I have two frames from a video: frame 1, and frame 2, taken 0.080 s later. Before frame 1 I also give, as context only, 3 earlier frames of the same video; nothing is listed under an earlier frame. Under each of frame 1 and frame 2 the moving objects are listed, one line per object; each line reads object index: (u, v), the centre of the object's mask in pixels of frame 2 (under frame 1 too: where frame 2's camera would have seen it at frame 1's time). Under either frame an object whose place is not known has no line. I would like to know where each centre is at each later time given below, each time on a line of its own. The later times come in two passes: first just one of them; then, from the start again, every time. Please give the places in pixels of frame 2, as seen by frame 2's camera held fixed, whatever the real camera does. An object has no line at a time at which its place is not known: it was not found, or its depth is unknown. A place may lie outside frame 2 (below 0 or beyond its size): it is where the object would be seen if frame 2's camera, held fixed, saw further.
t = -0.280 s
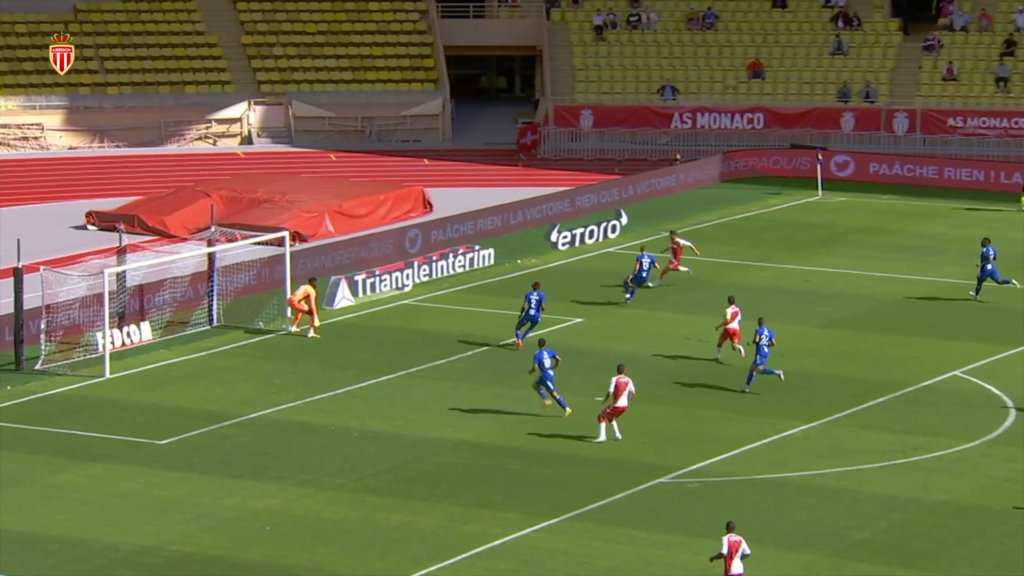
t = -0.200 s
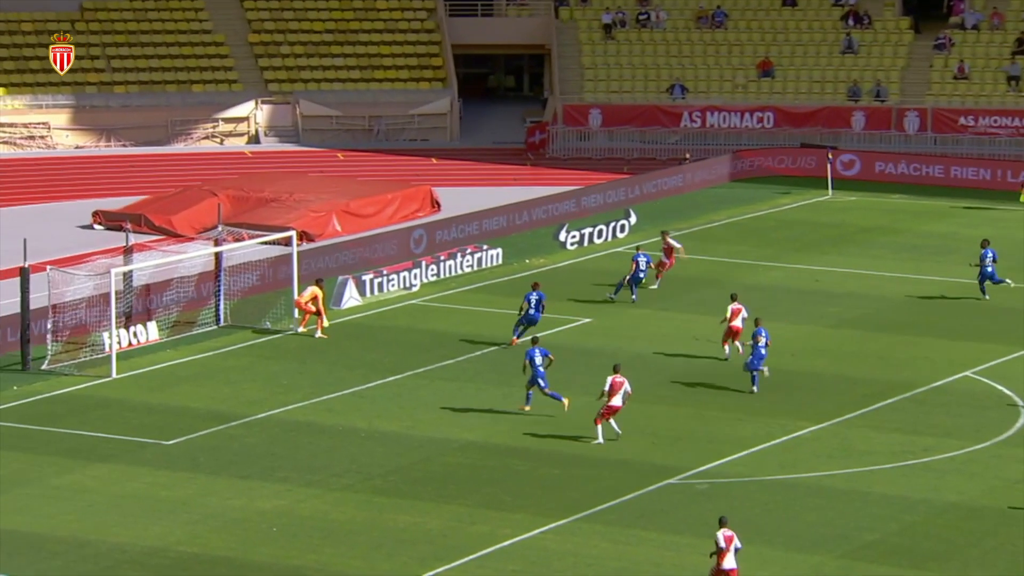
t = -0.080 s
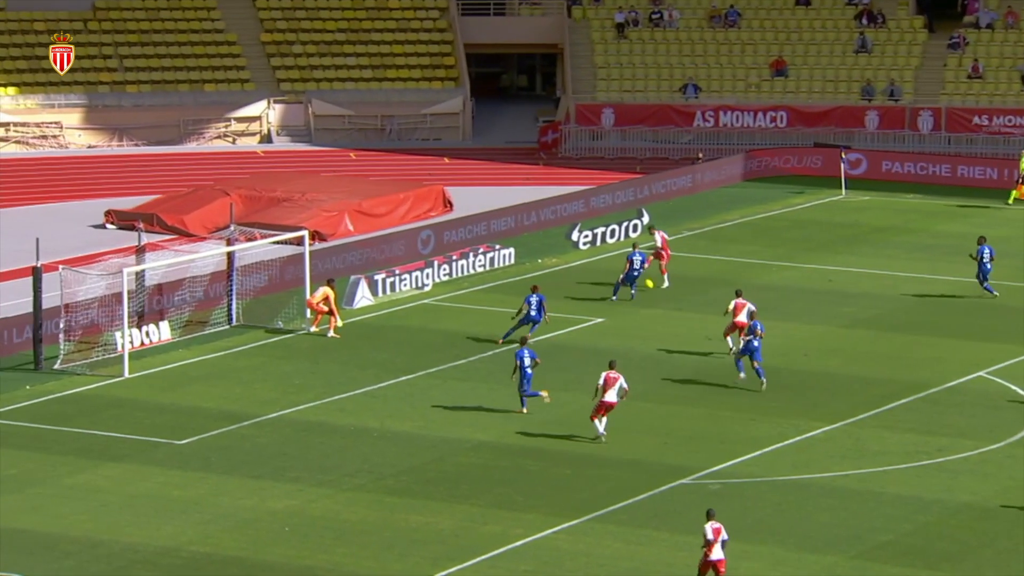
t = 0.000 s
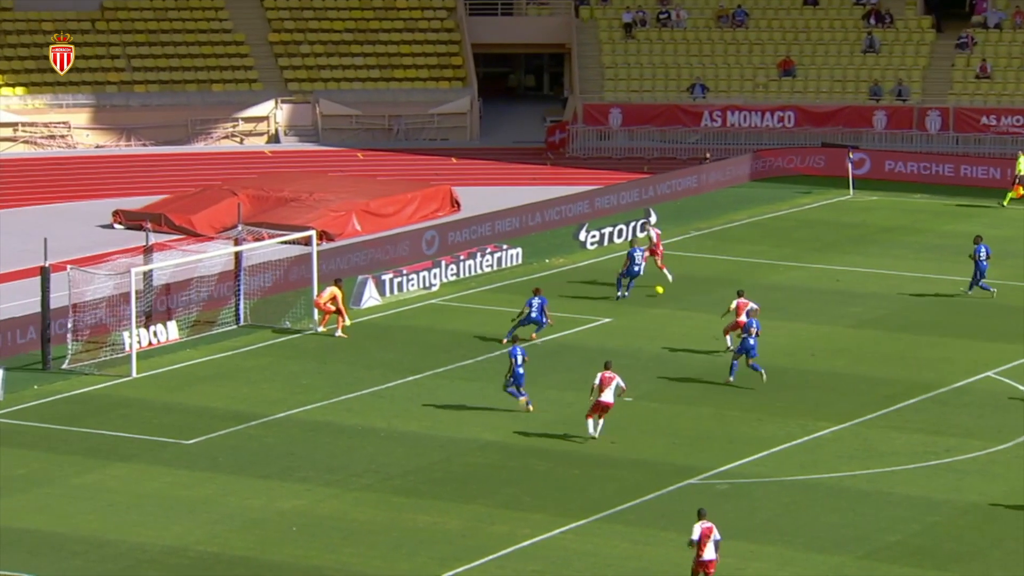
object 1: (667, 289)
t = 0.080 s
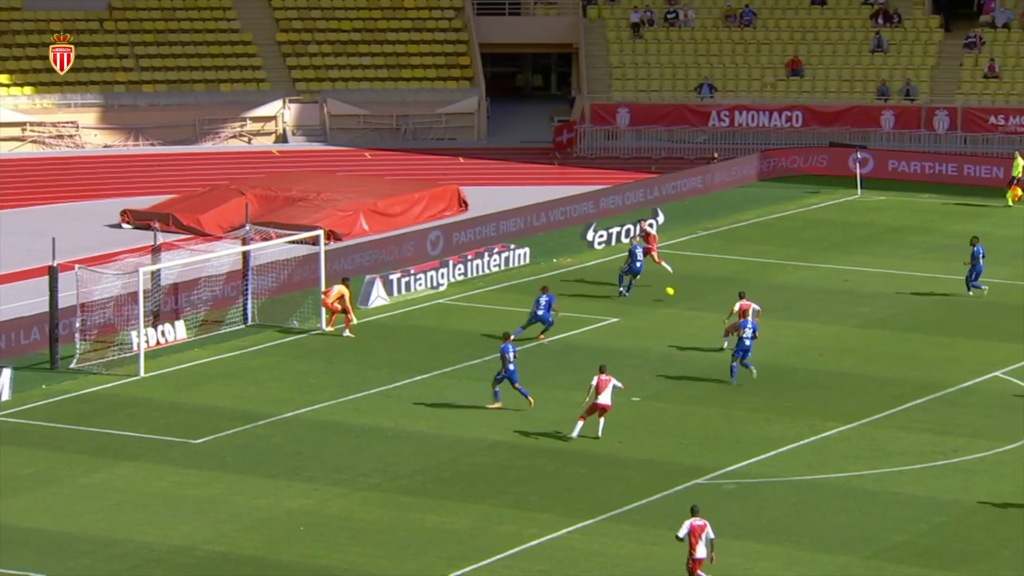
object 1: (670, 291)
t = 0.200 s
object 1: (674, 298)
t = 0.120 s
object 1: (671, 293)
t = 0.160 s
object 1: (673, 295)
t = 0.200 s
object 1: (674, 298)
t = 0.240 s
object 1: (677, 302)
